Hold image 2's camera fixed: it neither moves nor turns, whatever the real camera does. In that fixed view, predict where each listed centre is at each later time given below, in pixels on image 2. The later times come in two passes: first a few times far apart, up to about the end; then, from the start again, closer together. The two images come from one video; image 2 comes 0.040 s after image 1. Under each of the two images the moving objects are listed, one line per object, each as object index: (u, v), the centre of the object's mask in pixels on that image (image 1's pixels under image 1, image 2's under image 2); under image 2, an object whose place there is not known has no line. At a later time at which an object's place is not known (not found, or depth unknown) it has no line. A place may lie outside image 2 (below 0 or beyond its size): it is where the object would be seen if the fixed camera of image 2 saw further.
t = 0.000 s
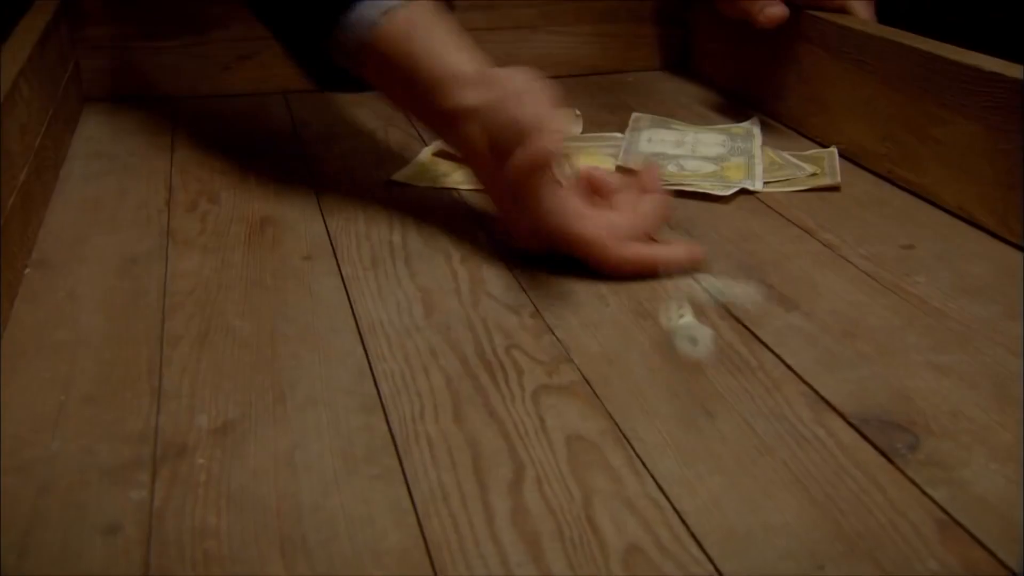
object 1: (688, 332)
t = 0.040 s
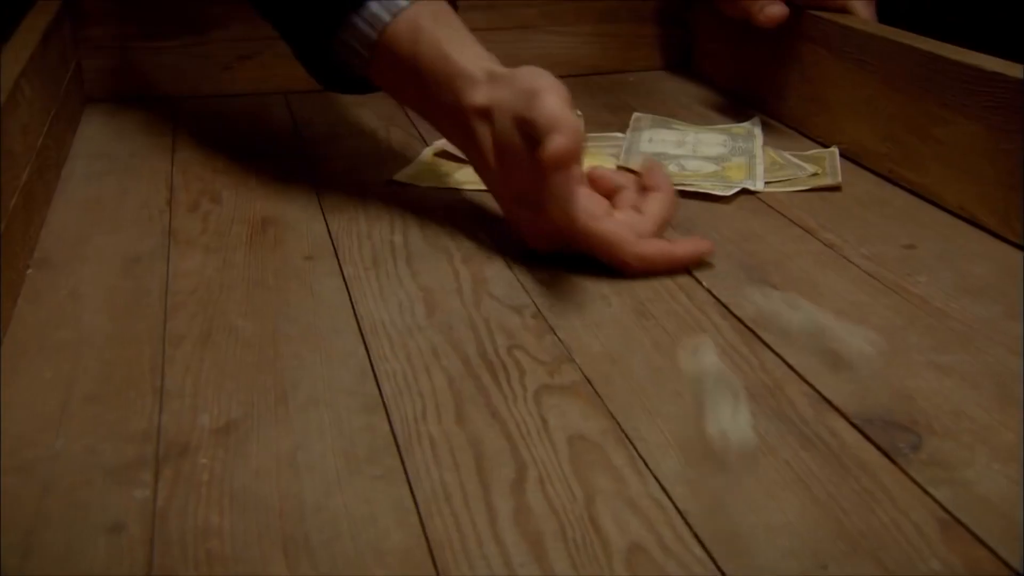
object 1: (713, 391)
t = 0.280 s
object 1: (238, 530)
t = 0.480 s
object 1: (21, 363)
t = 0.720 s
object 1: (61, 237)
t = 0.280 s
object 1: (238, 530)
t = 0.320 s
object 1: (144, 504)
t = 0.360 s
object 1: (72, 481)
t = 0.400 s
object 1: (22, 458)
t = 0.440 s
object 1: (14, 402)
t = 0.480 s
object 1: (21, 363)
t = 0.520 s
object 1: (29, 336)
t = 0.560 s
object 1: (43, 316)
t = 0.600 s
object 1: (50, 295)
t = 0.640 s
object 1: (55, 278)
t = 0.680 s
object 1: (57, 257)
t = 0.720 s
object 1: (61, 237)
